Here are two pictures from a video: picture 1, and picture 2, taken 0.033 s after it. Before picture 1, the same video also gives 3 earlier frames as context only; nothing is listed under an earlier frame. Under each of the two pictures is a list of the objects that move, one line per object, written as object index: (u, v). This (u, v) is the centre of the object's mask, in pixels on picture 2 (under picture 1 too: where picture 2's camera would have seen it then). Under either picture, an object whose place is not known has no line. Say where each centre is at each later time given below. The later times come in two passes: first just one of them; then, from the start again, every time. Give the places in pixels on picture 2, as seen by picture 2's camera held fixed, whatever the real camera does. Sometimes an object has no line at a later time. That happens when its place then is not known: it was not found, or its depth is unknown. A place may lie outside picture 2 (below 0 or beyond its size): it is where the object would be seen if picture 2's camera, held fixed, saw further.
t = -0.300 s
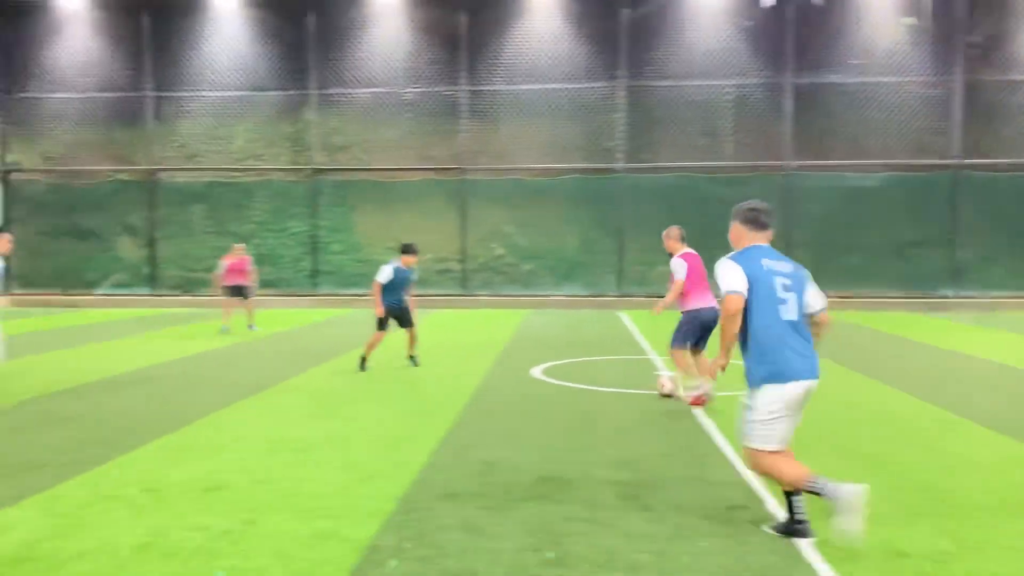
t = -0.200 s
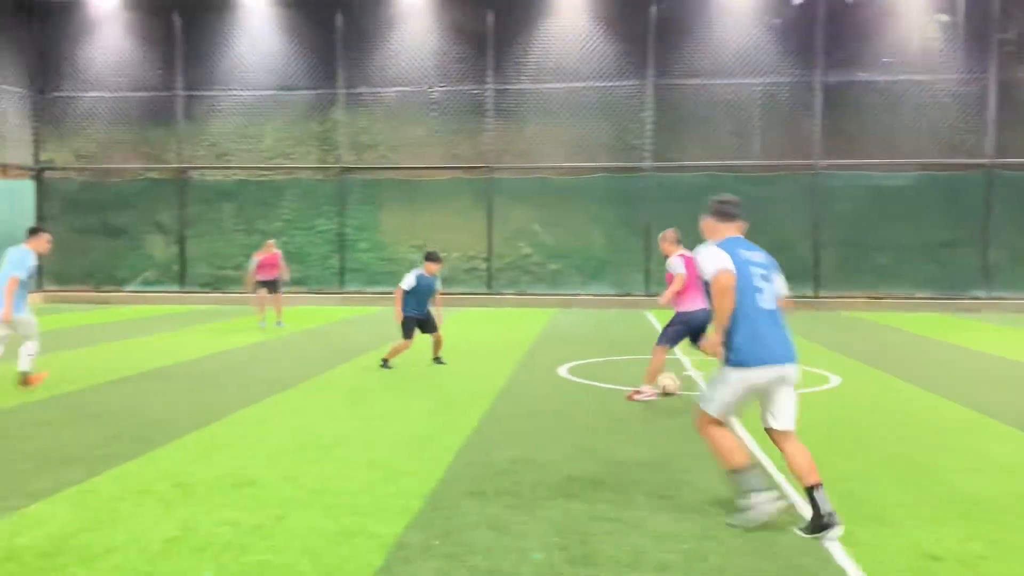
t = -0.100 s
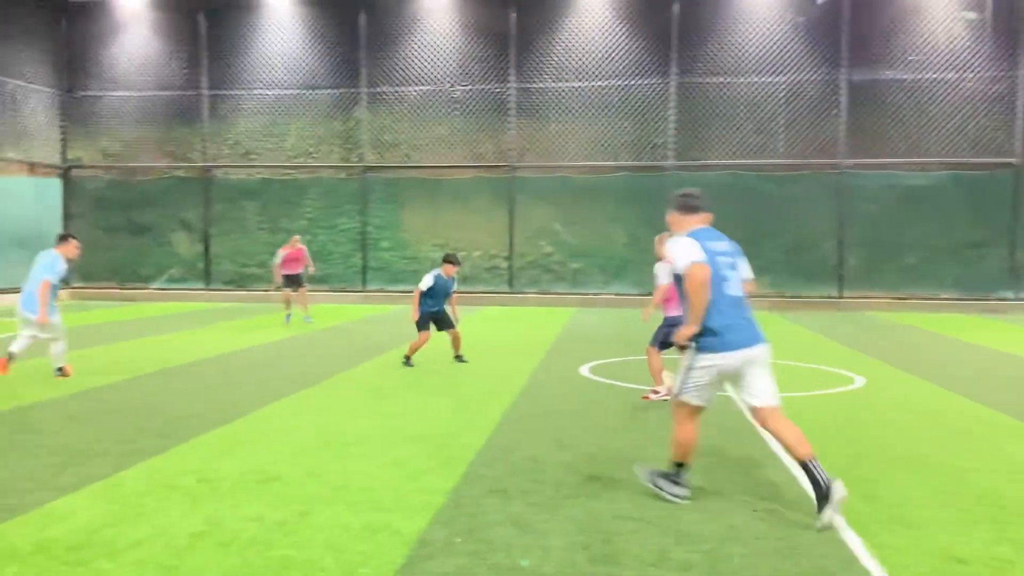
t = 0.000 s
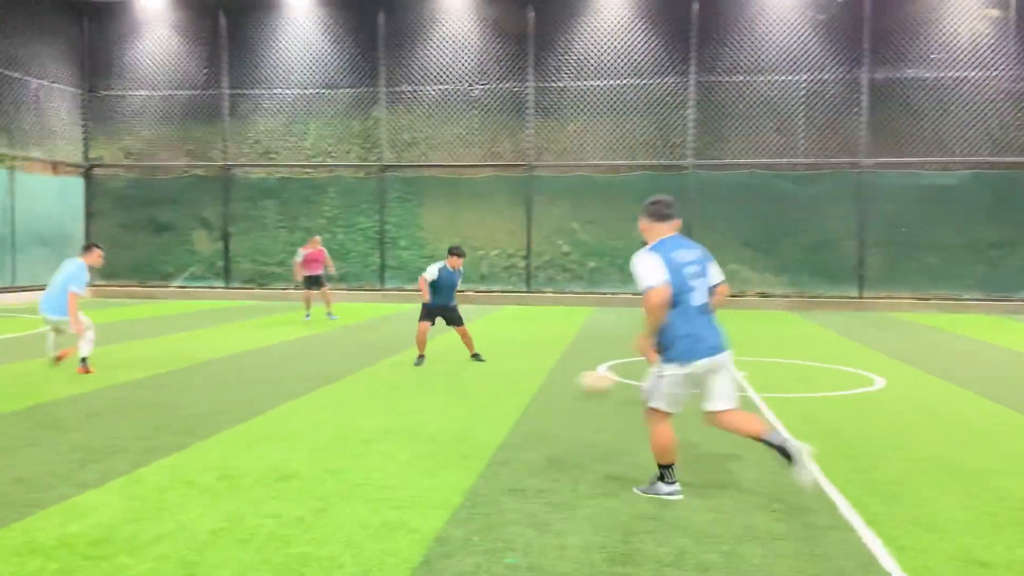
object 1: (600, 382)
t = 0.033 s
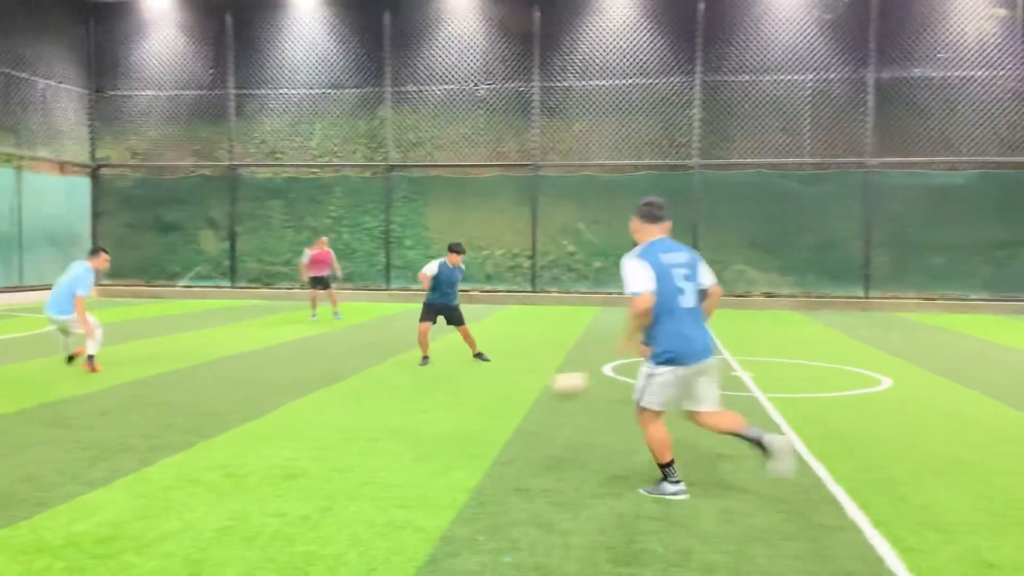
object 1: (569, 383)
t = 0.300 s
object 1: (315, 399)
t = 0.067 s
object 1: (537, 387)
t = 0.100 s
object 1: (503, 389)
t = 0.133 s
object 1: (472, 390)
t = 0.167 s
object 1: (441, 391)
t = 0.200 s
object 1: (408, 394)
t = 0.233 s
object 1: (376, 396)
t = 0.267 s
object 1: (347, 397)
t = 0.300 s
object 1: (315, 399)
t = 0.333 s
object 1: (282, 402)
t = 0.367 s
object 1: (250, 404)
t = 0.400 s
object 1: (219, 406)
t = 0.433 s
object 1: (188, 408)
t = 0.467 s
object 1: (157, 410)
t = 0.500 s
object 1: (125, 412)
